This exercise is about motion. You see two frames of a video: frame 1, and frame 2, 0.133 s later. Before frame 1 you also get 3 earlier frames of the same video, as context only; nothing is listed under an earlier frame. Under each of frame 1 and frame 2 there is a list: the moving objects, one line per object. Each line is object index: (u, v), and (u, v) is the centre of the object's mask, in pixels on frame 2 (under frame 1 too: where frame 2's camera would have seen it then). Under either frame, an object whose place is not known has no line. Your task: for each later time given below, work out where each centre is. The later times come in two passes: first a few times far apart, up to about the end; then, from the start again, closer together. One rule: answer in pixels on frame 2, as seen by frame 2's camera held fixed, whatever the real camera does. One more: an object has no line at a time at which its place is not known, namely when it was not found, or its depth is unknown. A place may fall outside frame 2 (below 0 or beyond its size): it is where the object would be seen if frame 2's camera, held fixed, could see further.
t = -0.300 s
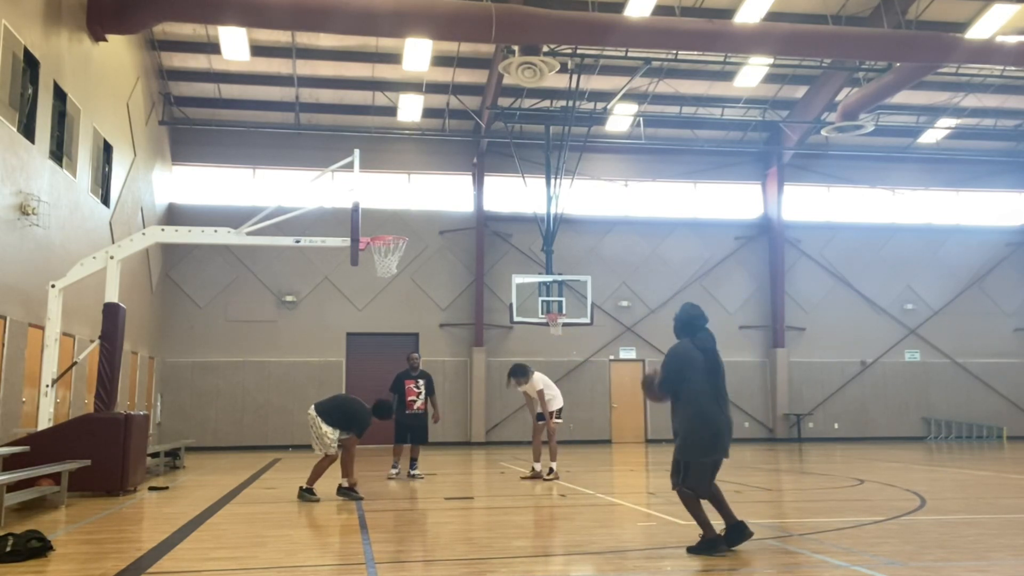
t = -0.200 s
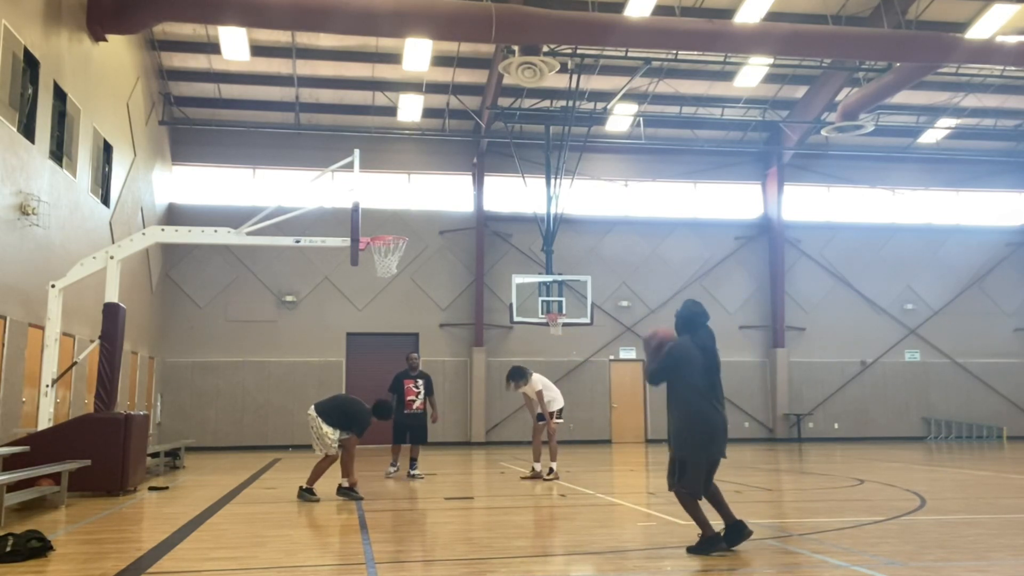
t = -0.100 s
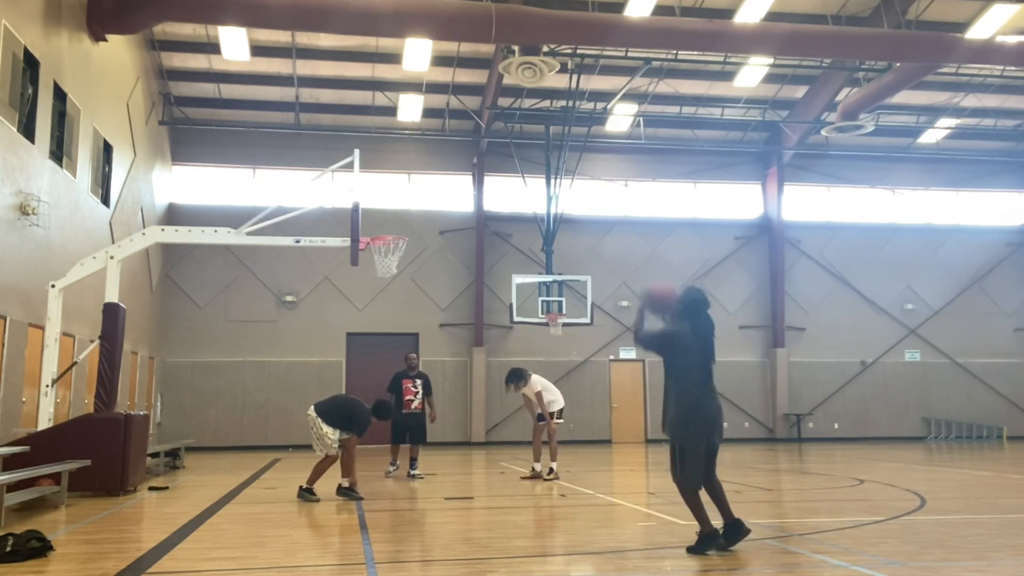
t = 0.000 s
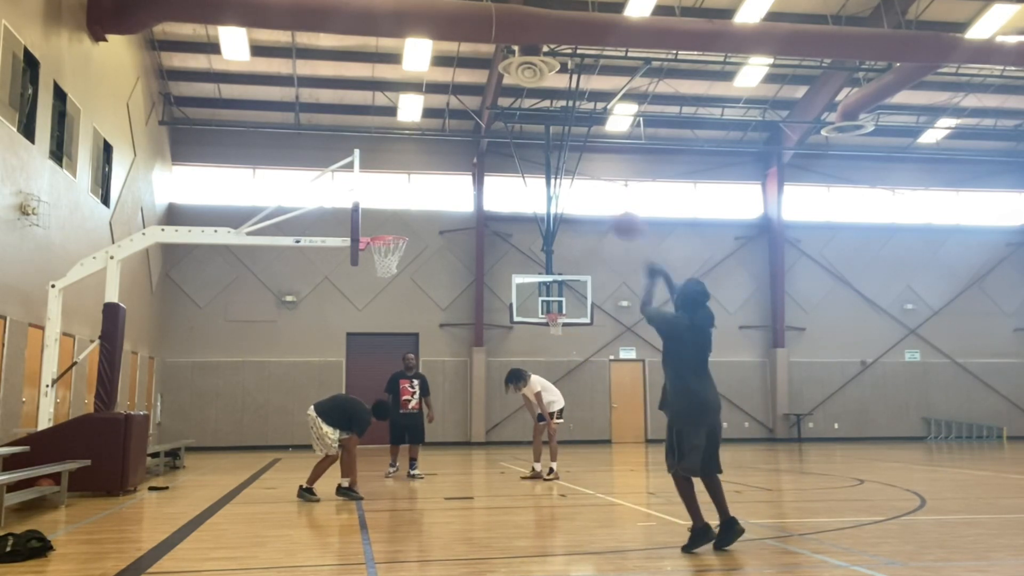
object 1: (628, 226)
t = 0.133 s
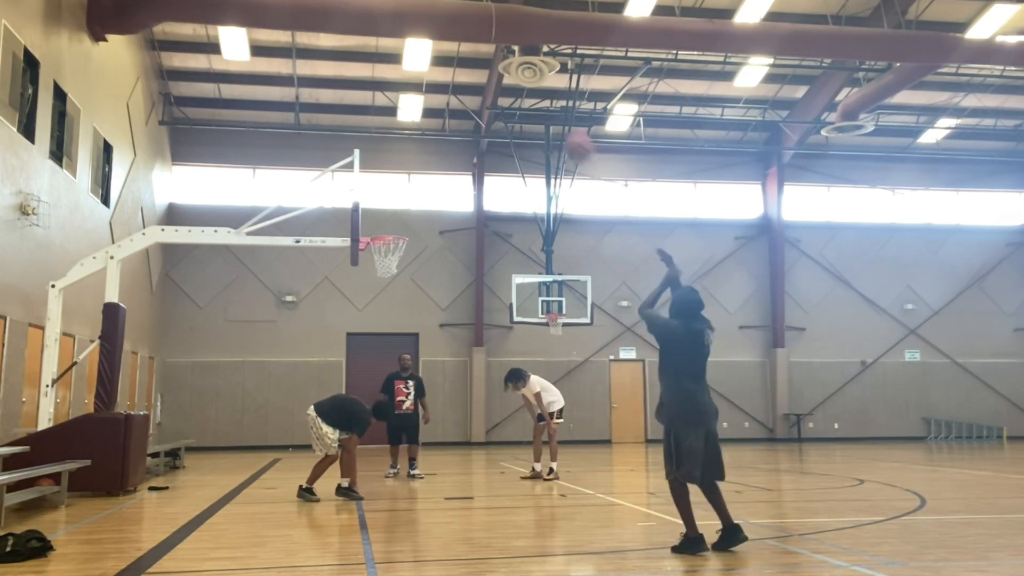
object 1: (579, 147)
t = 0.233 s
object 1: (550, 114)
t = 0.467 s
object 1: (495, 85)
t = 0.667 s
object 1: (458, 102)
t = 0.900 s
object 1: (424, 157)
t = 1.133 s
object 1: (392, 244)
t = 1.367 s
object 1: (367, 261)
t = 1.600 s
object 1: (364, 288)
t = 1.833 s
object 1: (360, 358)
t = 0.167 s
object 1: (569, 133)
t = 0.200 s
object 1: (559, 123)
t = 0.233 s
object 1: (550, 114)
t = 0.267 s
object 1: (542, 107)
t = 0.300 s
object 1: (532, 99)
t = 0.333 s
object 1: (524, 94)
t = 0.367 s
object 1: (517, 90)
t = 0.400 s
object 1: (510, 88)
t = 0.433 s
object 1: (502, 85)
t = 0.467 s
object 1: (495, 85)
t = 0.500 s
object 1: (489, 85)
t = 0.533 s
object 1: (481, 88)
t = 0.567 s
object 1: (476, 90)
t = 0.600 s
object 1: (470, 92)
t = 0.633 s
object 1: (464, 97)
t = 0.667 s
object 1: (458, 102)
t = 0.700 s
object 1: (453, 109)
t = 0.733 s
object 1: (448, 115)
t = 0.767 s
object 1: (443, 121)
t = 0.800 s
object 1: (438, 129)
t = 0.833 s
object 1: (433, 137)
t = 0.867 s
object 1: (429, 147)
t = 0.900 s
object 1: (424, 157)
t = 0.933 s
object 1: (419, 166)
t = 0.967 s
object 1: (414, 178)
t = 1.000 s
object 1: (410, 191)
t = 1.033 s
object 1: (406, 205)
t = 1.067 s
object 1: (402, 218)
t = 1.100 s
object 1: (397, 230)
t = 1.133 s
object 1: (392, 244)
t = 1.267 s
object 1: (370, 262)
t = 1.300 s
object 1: (368, 260)
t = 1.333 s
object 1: (367, 261)
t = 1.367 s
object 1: (367, 261)
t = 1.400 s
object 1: (367, 264)
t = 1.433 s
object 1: (366, 265)
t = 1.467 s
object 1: (366, 267)
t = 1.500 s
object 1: (366, 272)
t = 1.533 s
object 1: (365, 276)
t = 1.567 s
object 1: (365, 281)
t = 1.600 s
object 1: (364, 288)
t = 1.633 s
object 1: (364, 295)
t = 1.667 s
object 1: (363, 304)
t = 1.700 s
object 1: (362, 313)
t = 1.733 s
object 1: (361, 323)
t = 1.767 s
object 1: (362, 333)
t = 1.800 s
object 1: (361, 345)
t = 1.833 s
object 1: (360, 358)
